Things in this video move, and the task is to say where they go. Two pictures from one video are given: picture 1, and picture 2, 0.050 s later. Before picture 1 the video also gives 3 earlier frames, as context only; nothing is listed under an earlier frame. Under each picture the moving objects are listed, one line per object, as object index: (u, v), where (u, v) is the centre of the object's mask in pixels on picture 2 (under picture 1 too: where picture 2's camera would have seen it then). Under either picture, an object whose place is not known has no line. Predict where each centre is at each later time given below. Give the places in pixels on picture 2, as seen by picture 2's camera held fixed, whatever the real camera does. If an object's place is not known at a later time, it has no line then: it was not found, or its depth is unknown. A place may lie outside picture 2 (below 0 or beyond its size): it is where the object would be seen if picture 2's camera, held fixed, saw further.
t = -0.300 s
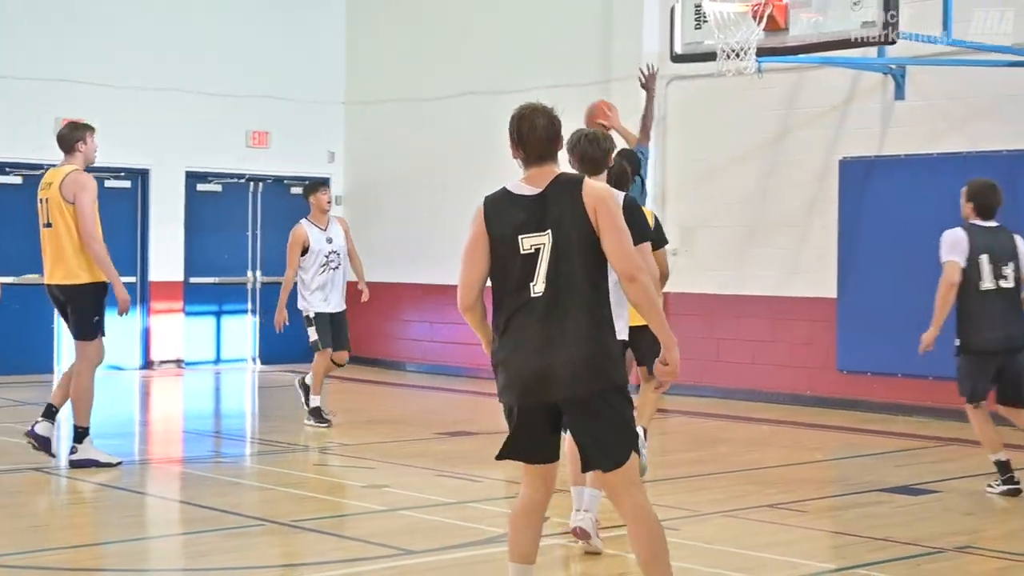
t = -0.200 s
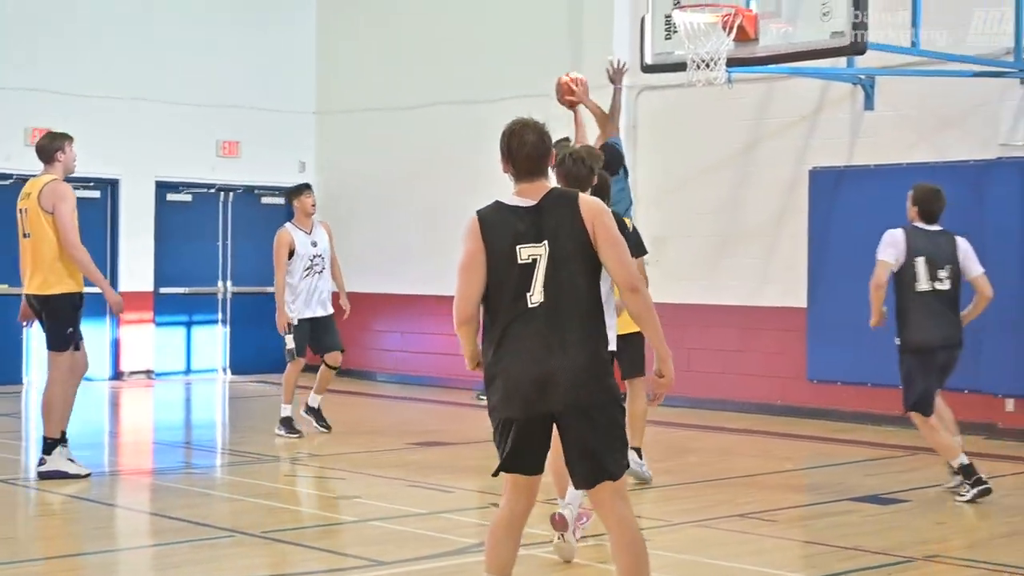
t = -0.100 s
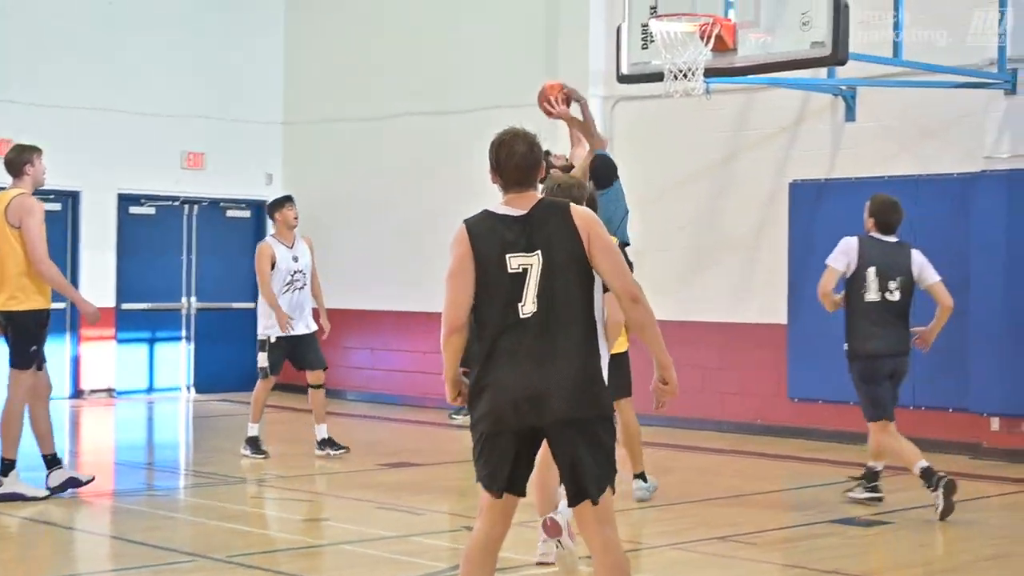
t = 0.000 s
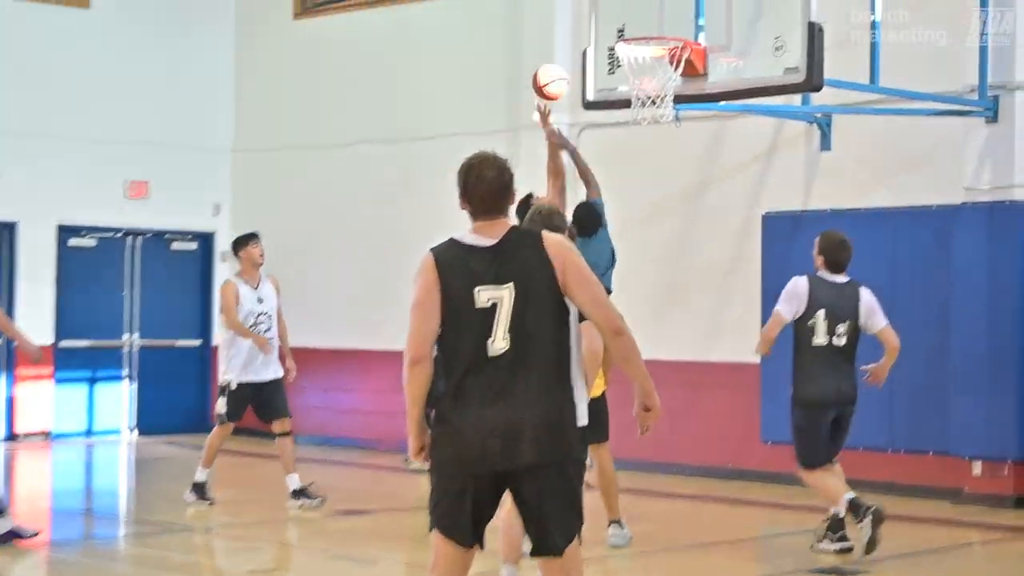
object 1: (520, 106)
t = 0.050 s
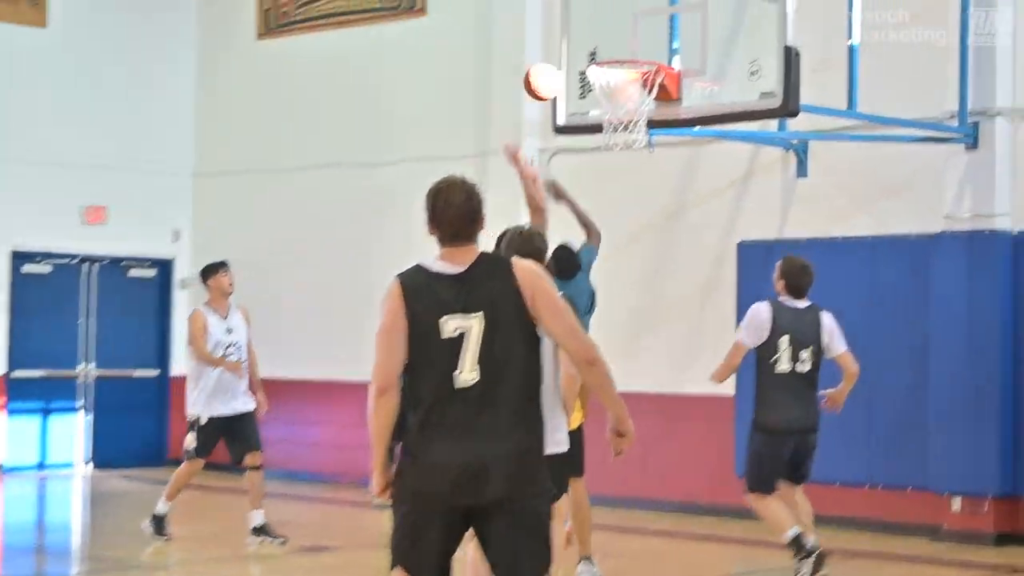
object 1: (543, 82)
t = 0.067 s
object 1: (551, 74)
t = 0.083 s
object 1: (558, 68)
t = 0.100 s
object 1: (566, 61)
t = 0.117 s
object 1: (573, 55)
